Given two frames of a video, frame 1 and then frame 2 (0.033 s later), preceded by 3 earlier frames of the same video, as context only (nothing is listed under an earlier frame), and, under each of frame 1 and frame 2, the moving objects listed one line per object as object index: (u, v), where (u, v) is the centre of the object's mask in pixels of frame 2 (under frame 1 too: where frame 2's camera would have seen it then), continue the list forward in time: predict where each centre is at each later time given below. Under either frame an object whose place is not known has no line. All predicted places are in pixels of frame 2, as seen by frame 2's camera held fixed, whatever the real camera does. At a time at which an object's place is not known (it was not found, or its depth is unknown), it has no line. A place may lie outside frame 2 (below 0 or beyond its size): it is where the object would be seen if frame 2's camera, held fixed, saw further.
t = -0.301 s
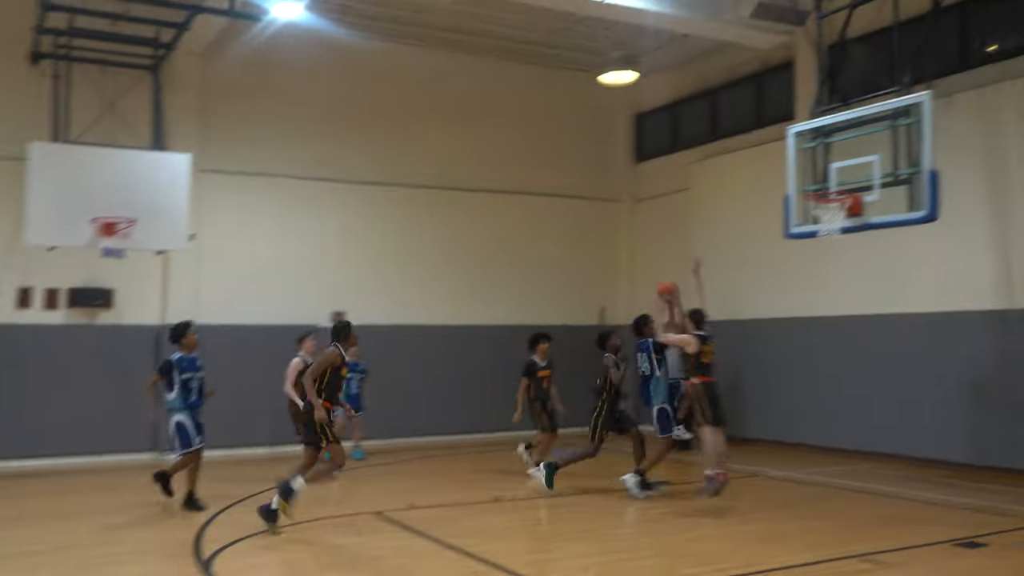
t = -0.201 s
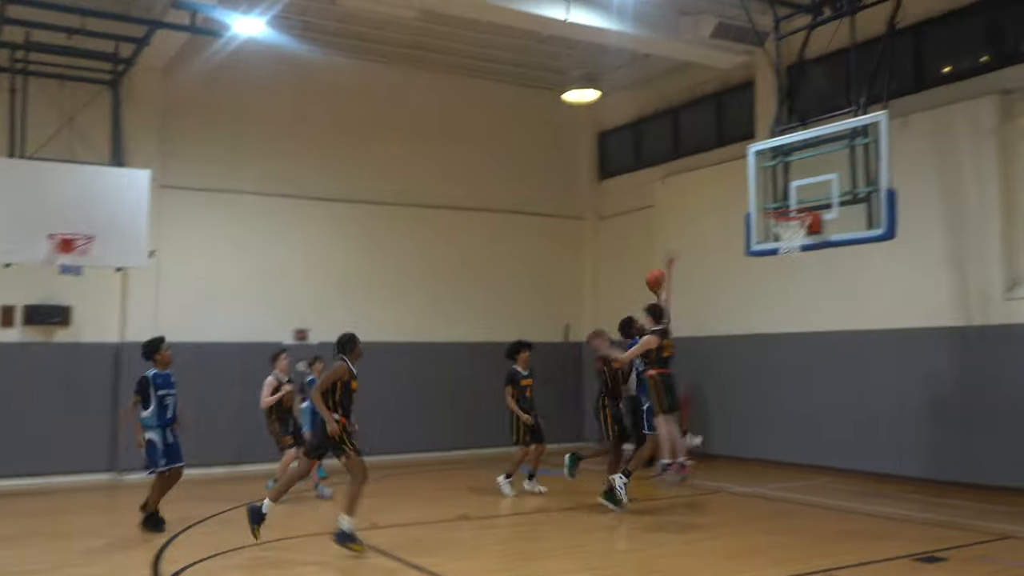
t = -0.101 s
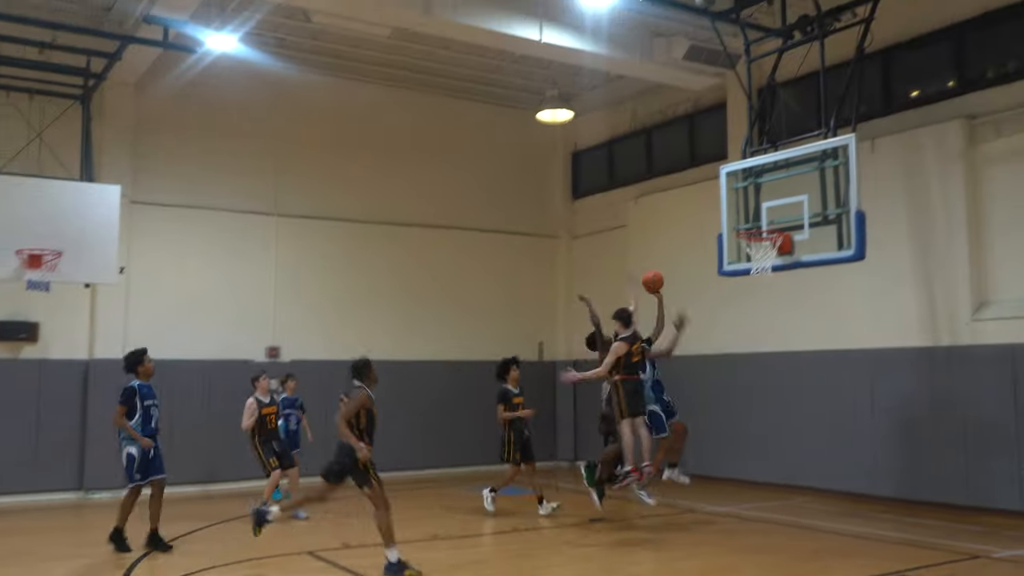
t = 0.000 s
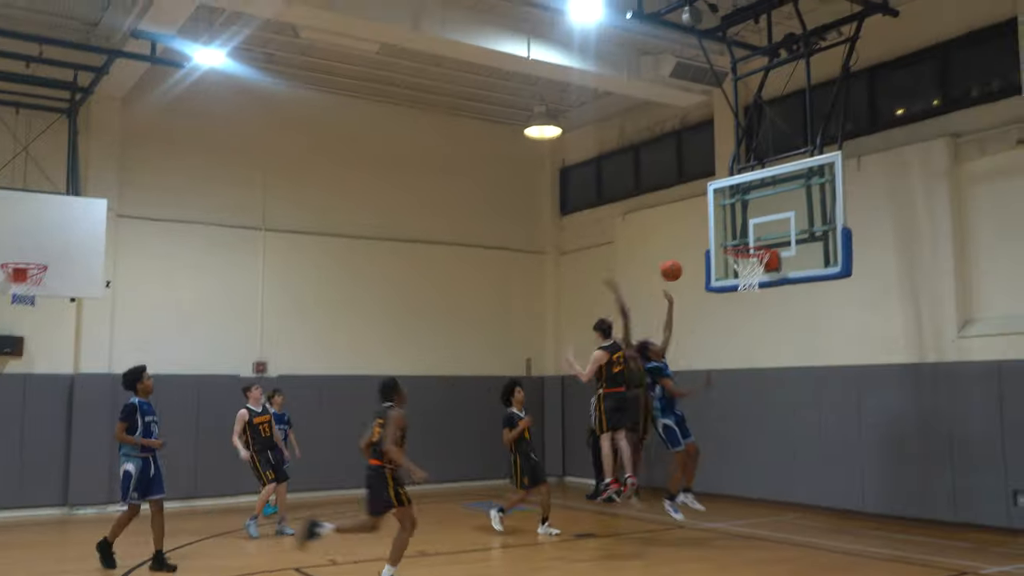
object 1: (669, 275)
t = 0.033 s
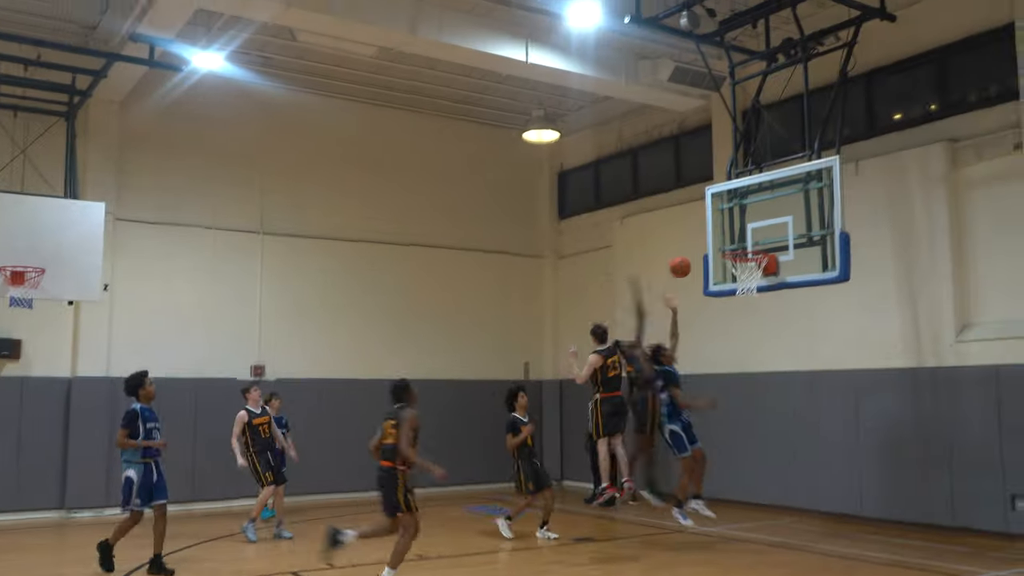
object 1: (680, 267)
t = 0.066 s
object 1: (691, 260)
